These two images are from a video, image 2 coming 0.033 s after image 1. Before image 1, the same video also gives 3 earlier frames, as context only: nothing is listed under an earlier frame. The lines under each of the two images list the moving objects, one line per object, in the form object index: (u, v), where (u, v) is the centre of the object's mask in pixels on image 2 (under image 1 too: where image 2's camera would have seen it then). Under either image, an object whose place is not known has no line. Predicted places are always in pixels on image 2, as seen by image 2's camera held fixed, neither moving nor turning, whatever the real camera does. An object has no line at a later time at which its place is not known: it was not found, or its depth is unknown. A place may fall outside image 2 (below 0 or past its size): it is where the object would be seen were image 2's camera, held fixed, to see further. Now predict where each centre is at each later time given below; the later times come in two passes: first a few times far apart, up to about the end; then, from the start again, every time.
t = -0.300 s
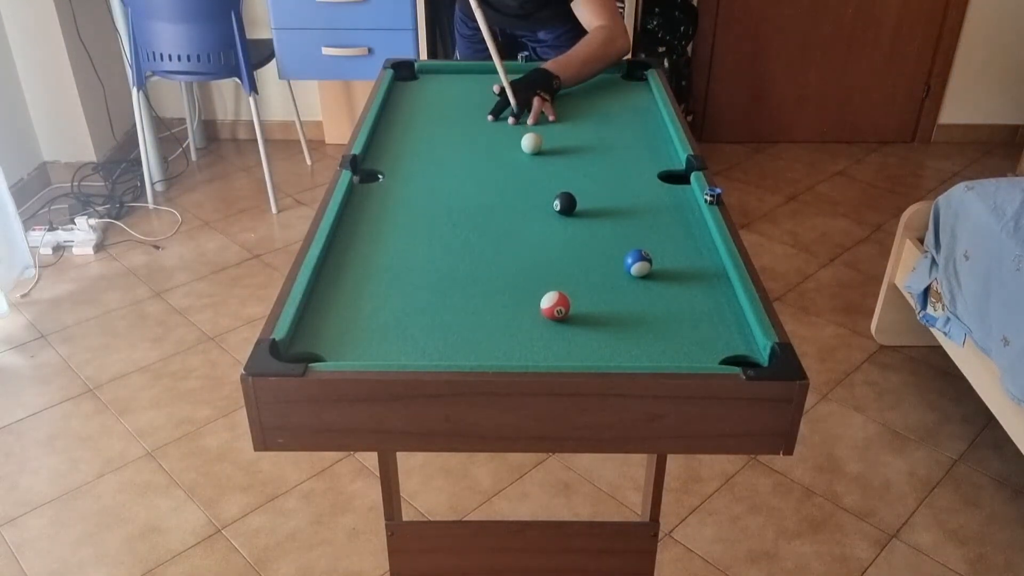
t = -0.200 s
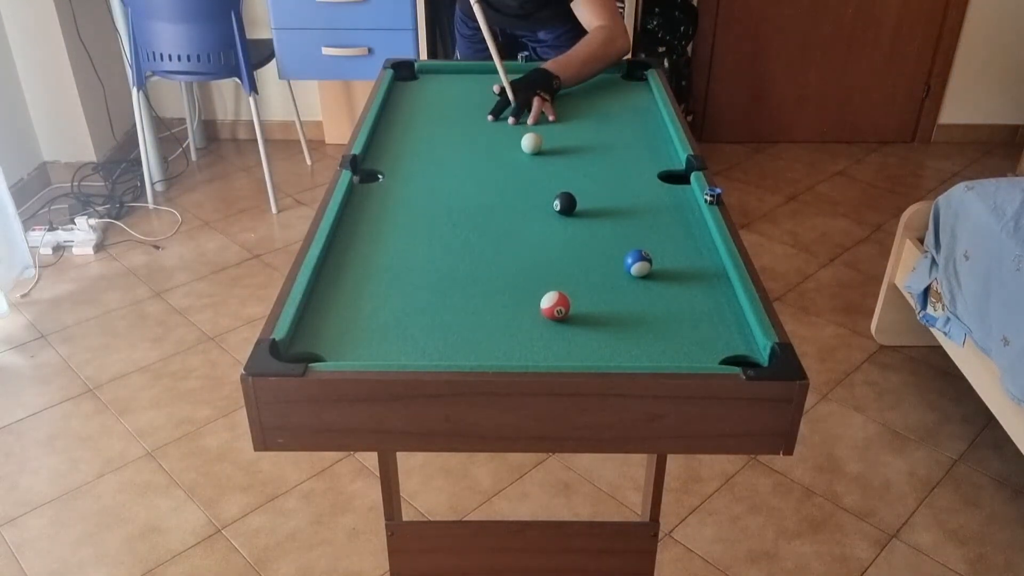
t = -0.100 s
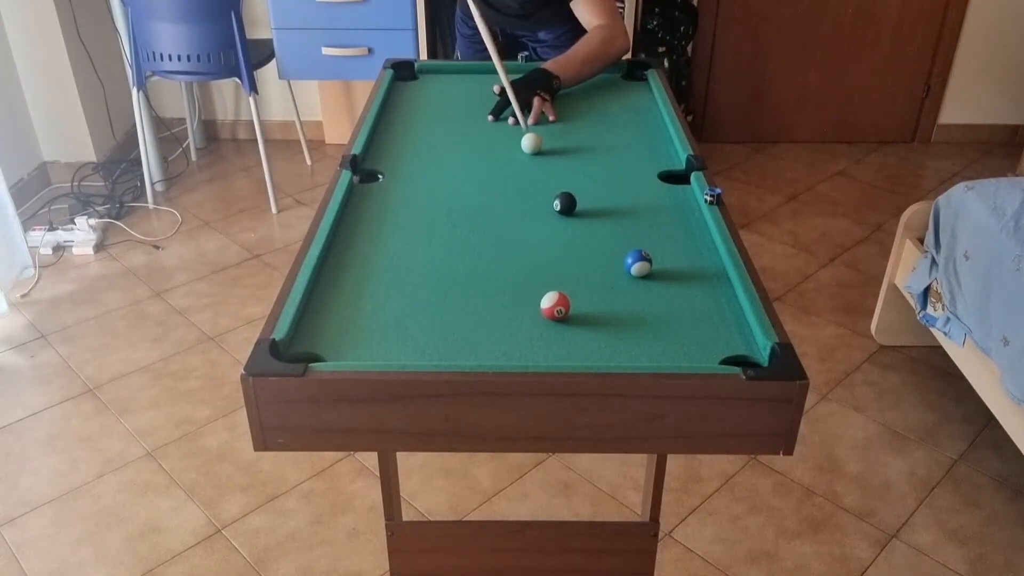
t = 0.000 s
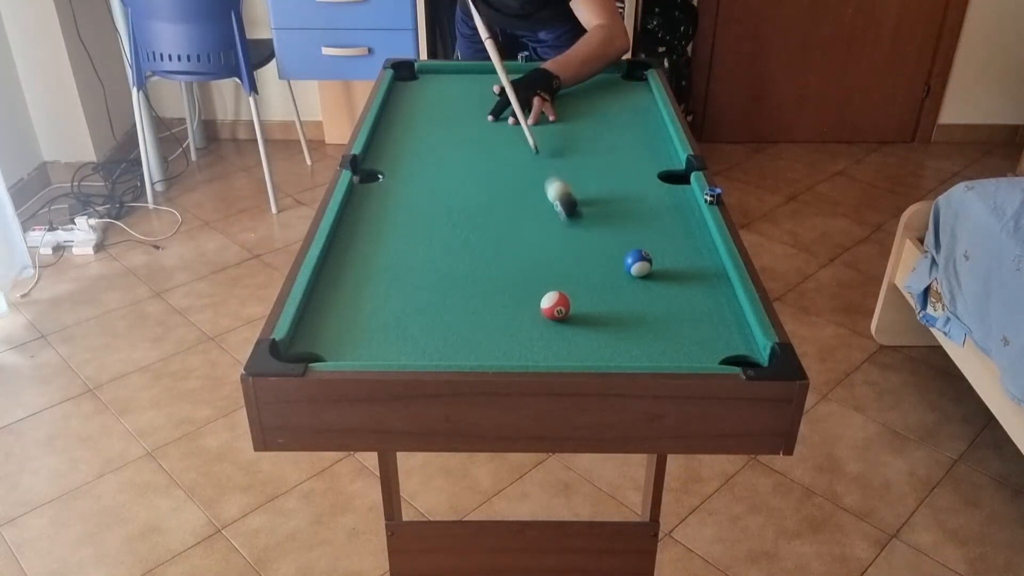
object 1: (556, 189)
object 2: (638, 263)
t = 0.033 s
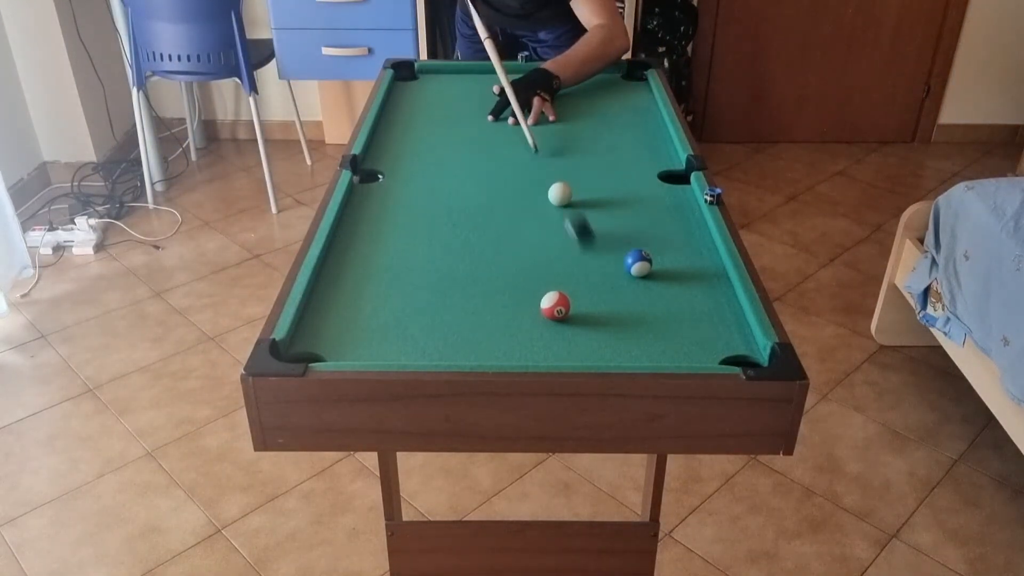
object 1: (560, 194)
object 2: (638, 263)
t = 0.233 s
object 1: (564, 198)
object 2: (638, 263)
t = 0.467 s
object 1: (568, 201)
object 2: (619, 242)
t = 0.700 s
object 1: (563, 202)
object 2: (594, 206)
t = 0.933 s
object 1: (536, 196)
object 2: (606, 183)
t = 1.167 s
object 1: (513, 190)
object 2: (615, 166)
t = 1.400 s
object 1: (495, 186)
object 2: (624, 151)
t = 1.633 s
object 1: (481, 182)
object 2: (631, 139)
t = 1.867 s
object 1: (471, 180)
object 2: (637, 129)
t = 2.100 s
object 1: (465, 178)
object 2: (641, 121)
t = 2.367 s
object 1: (463, 177)
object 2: (645, 113)
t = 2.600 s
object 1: (463, 177)
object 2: (648, 109)
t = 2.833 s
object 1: (463, 177)
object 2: (651, 105)
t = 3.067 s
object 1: (463, 177)
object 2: (650, 103)
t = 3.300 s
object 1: (463, 177)
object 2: (649, 102)
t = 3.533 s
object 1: (463, 177)
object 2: (650, 102)
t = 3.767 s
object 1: (463, 177)
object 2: (650, 102)
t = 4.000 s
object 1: (463, 177)
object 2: (650, 102)
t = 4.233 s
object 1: (463, 177)
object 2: (650, 102)
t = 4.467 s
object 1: (463, 177)
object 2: (650, 102)
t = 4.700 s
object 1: (463, 177)
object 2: (649, 102)
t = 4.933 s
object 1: (463, 177)
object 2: (649, 102)
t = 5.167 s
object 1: (463, 177)
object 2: (650, 102)
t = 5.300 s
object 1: (463, 177)
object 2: (650, 102)
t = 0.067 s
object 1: (561, 195)
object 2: (638, 263)
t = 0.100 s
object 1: (561, 195)
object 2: (638, 263)
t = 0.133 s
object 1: (562, 196)
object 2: (638, 263)
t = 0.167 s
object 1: (563, 197)
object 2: (638, 263)
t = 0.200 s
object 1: (564, 197)
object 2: (638, 263)
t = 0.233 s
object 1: (564, 198)
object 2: (638, 263)
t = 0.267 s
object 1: (565, 199)
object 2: (638, 263)
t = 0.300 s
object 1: (565, 199)
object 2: (638, 262)
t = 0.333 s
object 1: (566, 200)
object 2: (638, 262)
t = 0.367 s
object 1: (566, 200)
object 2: (635, 260)
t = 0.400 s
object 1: (567, 201)
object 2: (630, 253)
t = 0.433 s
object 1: (567, 201)
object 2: (623, 246)
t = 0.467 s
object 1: (568, 201)
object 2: (619, 242)
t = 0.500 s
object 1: (568, 202)
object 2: (615, 236)
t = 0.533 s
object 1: (568, 202)
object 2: (610, 229)
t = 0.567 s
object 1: (568, 203)
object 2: (605, 225)
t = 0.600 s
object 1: (569, 203)
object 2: (600, 218)
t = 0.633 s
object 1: (569, 203)
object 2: (596, 213)
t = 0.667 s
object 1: (568, 203)
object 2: (593, 209)
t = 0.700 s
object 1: (563, 202)
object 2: (594, 206)
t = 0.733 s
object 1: (559, 201)
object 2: (596, 203)
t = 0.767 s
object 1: (555, 200)
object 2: (598, 199)
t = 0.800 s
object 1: (551, 199)
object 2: (599, 196)
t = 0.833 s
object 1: (547, 198)
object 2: (601, 193)
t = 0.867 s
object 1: (543, 198)
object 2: (602, 189)
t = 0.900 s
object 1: (539, 197)
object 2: (604, 186)
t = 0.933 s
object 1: (536, 196)
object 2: (606, 183)
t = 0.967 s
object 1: (532, 195)
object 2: (607, 181)
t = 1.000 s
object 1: (529, 194)
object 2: (609, 179)
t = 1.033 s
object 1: (525, 193)
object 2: (610, 176)
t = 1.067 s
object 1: (522, 192)
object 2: (612, 173)
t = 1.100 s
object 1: (519, 192)
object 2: (613, 170)
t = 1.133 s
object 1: (516, 191)
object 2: (614, 168)
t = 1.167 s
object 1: (513, 190)
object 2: (615, 166)
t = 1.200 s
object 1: (510, 190)
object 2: (617, 164)
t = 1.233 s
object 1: (507, 189)
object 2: (618, 160)
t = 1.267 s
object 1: (505, 188)
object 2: (620, 159)
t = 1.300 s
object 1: (502, 188)
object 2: (621, 156)
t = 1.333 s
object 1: (500, 187)
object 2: (622, 155)
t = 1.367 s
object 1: (497, 186)
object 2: (623, 153)
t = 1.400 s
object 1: (495, 186)
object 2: (624, 151)
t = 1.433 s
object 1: (493, 185)
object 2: (626, 149)
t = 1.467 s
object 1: (491, 185)
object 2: (627, 147)
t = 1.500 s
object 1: (489, 184)
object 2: (628, 145)
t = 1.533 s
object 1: (487, 184)
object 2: (628, 144)
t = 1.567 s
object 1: (485, 183)
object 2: (629, 142)
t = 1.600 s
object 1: (483, 183)
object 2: (630, 140)
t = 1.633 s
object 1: (481, 182)
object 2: (631, 139)
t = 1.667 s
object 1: (479, 182)
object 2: (632, 137)
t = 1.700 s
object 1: (478, 181)
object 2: (633, 135)
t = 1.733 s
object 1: (476, 181)
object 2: (634, 134)
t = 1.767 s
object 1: (475, 181)
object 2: (635, 132)
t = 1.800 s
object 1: (473, 180)
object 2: (635, 131)
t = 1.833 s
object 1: (472, 180)
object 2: (636, 130)
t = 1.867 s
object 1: (471, 180)
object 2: (637, 129)
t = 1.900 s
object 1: (470, 179)
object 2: (638, 128)
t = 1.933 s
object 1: (469, 179)
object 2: (639, 126)
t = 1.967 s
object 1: (468, 179)
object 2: (639, 125)
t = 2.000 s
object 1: (467, 179)
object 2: (640, 124)
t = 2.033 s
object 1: (467, 178)
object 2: (641, 123)
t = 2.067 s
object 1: (466, 178)
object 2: (641, 121)
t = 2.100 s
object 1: (465, 178)
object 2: (641, 121)
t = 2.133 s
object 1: (465, 178)
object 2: (642, 120)
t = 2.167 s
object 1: (464, 177)
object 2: (642, 119)
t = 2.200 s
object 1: (464, 177)
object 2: (643, 118)
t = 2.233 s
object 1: (464, 177)
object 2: (643, 117)
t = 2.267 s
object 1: (464, 177)
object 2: (644, 116)
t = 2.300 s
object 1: (464, 177)
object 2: (644, 115)
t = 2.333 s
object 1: (463, 177)
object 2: (645, 114)
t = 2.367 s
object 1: (463, 177)
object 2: (645, 113)
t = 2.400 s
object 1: (463, 177)
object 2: (646, 113)
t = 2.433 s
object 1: (463, 177)
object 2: (646, 112)
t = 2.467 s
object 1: (463, 177)
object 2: (646, 111)
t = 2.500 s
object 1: (463, 177)
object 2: (647, 111)
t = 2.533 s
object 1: (463, 177)
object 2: (647, 110)
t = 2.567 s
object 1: (463, 177)
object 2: (647, 110)
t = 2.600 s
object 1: (463, 177)
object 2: (648, 109)
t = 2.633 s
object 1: (463, 177)
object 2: (648, 109)
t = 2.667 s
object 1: (463, 177)
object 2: (649, 108)
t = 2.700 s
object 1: (463, 177)
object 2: (649, 107)
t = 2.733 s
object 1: (463, 177)
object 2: (649, 107)
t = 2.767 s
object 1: (463, 177)
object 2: (649, 106)
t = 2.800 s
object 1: (463, 177)
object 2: (650, 106)
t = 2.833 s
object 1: (463, 177)
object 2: (651, 105)
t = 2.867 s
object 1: (463, 177)
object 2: (650, 104)
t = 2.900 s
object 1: (463, 177)
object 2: (651, 104)
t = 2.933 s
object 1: (463, 177)
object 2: (651, 104)
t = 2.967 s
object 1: (463, 177)
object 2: (651, 104)
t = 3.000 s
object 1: (463, 177)
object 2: (650, 103)
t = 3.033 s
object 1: (463, 177)
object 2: (651, 103)
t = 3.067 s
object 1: (463, 177)
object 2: (650, 103)
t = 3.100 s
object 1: (463, 177)
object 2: (650, 103)
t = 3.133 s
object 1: (463, 177)
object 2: (649, 102)
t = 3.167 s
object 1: (463, 177)
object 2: (649, 102)
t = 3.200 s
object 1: (463, 177)
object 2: (649, 103)
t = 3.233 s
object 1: (463, 177)
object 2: (649, 102)
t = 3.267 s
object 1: (463, 177)
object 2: (649, 102)
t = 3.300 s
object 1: (463, 177)
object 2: (649, 102)
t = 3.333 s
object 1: (463, 177)
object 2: (649, 102)
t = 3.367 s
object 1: (463, 177)
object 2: (649, 102)
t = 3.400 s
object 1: (463, 177)
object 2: (649, 102)
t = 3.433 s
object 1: (463, 177)
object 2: (650, 102)
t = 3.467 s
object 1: (463, 177)
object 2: (650, 102)
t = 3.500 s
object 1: (463, 177)
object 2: (649, 102)
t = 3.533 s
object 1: (463, 177)
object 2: (650, 102)
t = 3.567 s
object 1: (463, 177)
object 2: (650, 102)
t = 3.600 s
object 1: (463, 177)
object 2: (650, 102)
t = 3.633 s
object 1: (463, 177)
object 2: (650, 102)
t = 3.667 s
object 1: (463, 177)
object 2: (650, 102)
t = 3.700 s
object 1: (463, 177)
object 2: (650, 102)
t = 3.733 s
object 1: (463, 177)
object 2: (650, 102)
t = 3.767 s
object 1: (463, 177)
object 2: (650, 102)
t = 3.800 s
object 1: (463, 177)
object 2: (650, 102)
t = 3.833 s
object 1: (463, 177)
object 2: (650, 102)
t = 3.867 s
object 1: (463, 177)
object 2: (650, 102)
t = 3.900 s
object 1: (463, 177)
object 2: (650, 102)
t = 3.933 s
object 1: (463, 177)
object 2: (650, 102)
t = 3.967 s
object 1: (463, 177)
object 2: (650, 102)
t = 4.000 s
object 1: (463, 177)
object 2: (650, 102)
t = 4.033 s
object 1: (463, 177)
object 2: (650, 102)
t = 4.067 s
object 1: (463, 177)
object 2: (650, 102)
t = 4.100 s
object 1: (463, 177)
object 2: (650, 102)
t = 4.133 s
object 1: (463, 177)
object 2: (650, 102)
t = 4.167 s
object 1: (463, 177)
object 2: (650, 102)
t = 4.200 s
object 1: (463, 177)
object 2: (650, 102)
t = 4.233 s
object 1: (463, 177)
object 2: (650, 102)
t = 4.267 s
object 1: (463, 177)
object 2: (650, 102)
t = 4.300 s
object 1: (463, 177)
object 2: (650, 102)
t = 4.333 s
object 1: (463, 177)
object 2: (650, 102)
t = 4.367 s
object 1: (463, 177)
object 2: (650, 102)
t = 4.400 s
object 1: (463, 177)
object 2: (650, 102)
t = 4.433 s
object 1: (463, 177)
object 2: (650, 102)
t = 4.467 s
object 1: (463, 177)
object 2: (650, 102)
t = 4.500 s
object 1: (463, 177)
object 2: (650, 102)
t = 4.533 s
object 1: (463, 177)
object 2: (650, 102)
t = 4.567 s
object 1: (463, 177)
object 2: (650, 102)
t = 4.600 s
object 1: (463, 177)
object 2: (650, 102)
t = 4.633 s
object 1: (463, 177)
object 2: (650, 102)
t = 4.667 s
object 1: (463, 177)
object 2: (649, 102)
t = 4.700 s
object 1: (463, 177)
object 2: (649, 102)
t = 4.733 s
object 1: (463, 177)
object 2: (649, 102)
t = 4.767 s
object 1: (463, 177)
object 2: (649, 102)
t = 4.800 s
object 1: (463, 177)
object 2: (650, 102)
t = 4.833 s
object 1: (463, 177)
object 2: (650, 102)
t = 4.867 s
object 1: (463, 177)
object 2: (649, 102)
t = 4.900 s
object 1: (463, 177)
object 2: (649, 102)
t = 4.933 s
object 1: (463, 177)
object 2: (649, 102)
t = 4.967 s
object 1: (463, 177)
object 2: (649, 102)
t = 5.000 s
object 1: (463, 177)
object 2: (650, 102)
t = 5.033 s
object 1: (463, 177)
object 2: (650, 102)
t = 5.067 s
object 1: (463, 177)
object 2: (650, 102)
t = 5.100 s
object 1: (463, 177)
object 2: (650, 102)
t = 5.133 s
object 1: (463, 177)
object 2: (650, 102)
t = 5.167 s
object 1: (463, 177)
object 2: (650, 102)
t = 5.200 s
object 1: (463, 177)
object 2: (650, 102)
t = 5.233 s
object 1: (463, 177)
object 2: (650, 102)
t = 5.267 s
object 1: (463, 177)
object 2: (650, 102)
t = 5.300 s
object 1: (463, 177)
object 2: (650, 102)
